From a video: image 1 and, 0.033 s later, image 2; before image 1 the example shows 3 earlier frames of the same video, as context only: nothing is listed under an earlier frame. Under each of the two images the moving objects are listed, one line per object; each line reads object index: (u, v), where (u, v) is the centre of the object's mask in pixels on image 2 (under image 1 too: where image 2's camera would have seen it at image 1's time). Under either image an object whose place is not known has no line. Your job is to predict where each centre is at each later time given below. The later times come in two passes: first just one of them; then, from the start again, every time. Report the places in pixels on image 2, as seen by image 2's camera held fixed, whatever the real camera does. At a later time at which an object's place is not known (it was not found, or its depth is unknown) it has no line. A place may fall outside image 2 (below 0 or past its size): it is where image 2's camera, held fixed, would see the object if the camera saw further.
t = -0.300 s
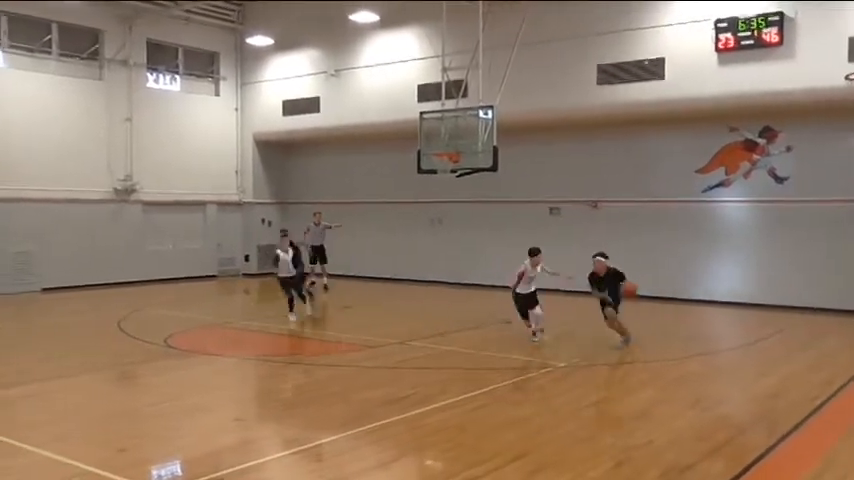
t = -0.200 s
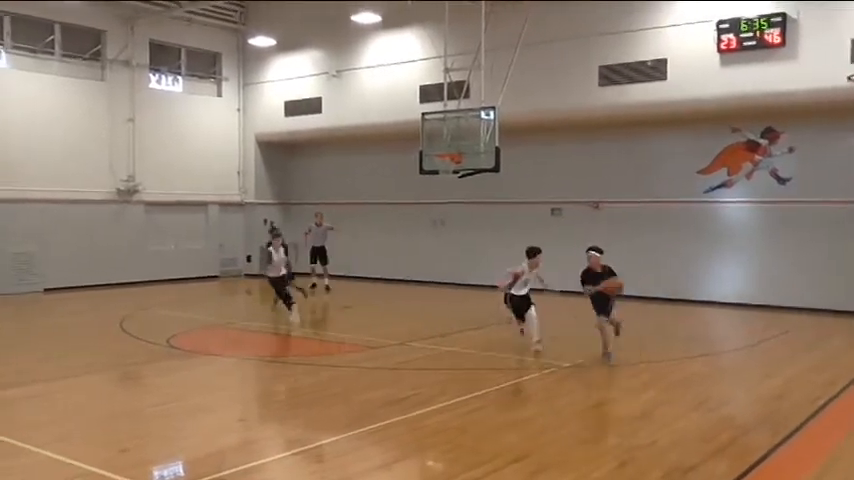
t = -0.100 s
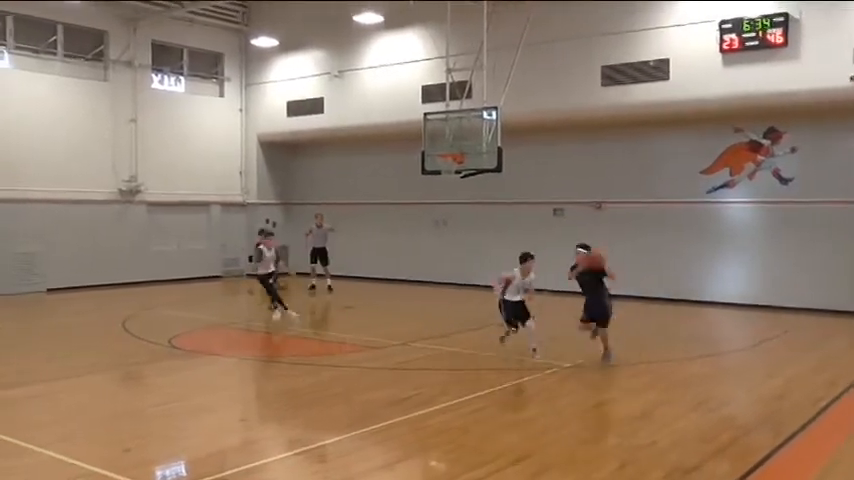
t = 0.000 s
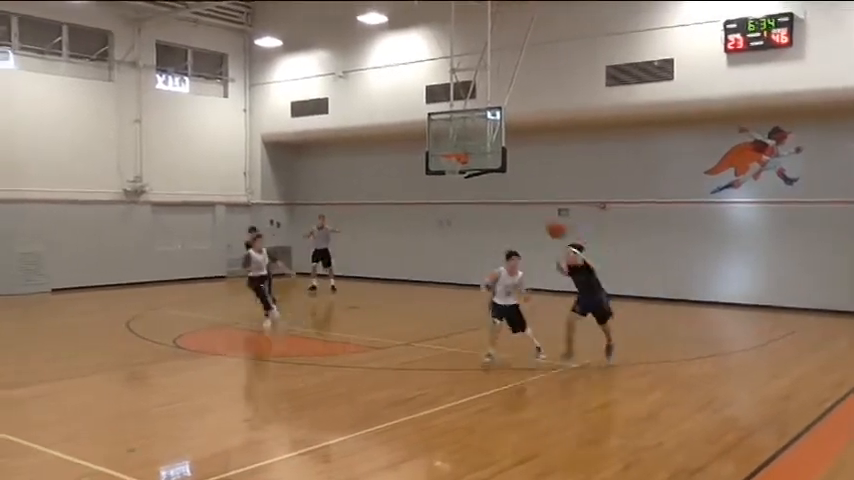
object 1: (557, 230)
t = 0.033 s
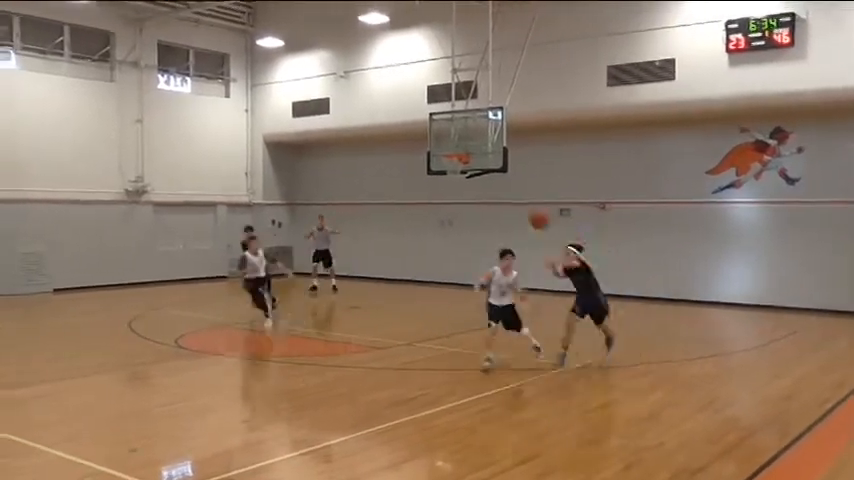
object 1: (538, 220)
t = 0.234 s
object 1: (398, 166)
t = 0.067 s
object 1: (519, 210)
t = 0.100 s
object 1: (497, 202)
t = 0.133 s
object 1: (477, 190)
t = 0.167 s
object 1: (453, 183)
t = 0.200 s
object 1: (427, 172)
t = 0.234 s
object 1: (398, 166)
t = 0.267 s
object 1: (367, 157)
